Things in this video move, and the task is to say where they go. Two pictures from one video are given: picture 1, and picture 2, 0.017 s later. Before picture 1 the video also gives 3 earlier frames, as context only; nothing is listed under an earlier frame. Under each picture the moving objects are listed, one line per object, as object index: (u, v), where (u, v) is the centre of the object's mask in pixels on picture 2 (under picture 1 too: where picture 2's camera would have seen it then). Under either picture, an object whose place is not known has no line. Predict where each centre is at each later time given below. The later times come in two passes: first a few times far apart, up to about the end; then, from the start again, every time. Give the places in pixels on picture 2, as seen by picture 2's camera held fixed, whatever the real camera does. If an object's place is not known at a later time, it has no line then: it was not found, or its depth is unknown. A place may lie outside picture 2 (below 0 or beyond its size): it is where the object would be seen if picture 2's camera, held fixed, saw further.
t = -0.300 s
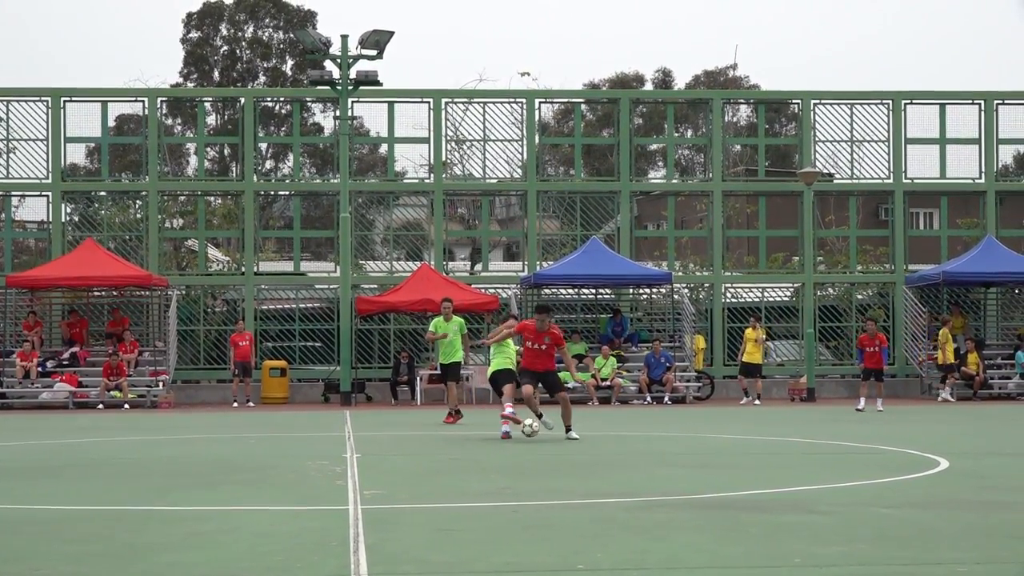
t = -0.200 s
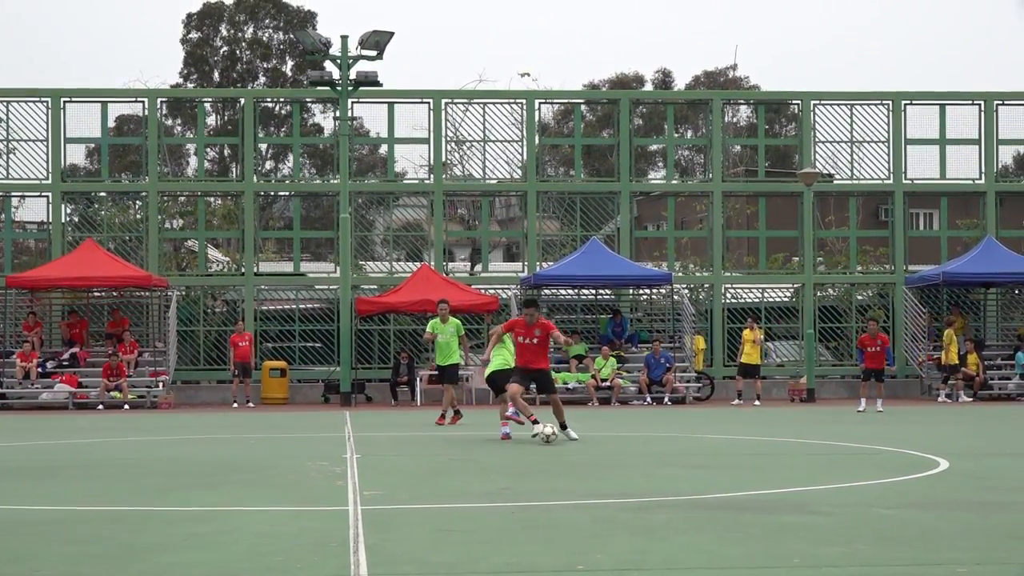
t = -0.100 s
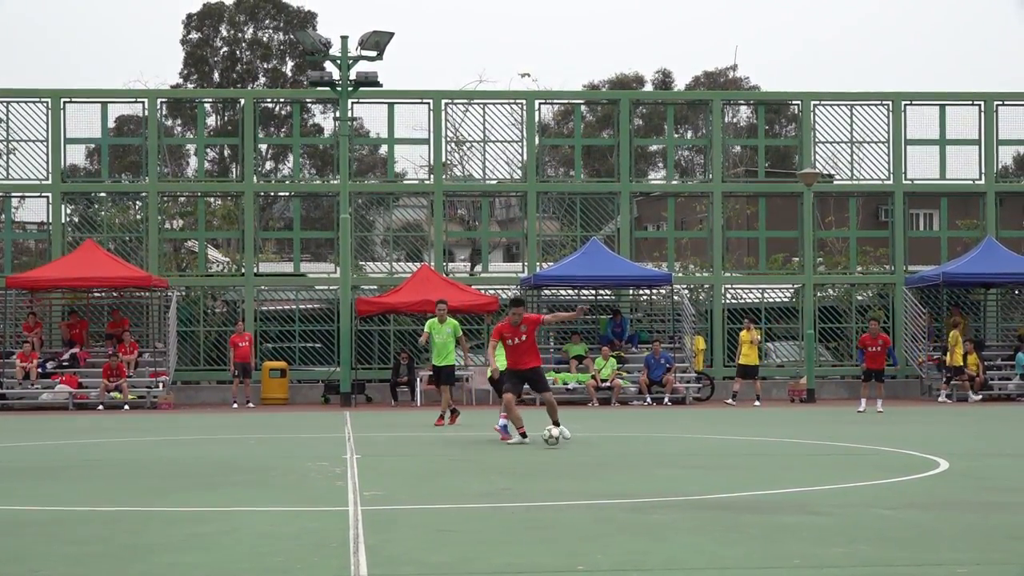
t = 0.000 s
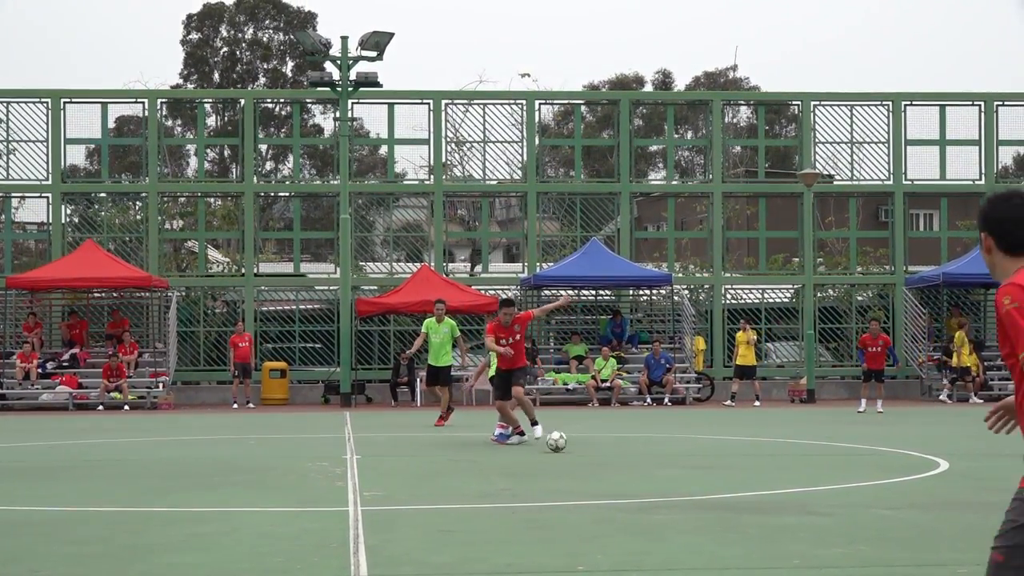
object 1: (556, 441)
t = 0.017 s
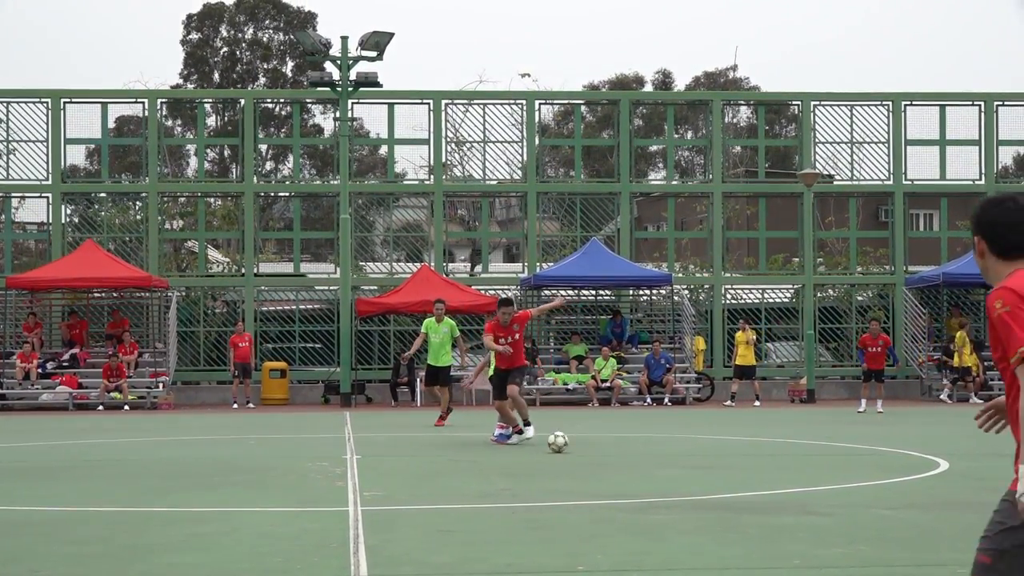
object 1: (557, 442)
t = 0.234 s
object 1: (580, 448)
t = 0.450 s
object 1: (607, 454)
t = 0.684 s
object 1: (640, 463)
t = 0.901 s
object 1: (674, 470)
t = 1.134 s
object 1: (714, 478)
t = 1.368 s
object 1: (759, 490)
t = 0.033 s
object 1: (559, 441)
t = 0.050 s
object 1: (561, 440)
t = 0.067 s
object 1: (562, 440)
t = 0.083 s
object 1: (563, 439)
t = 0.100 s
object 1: (565, 439)
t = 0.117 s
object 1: (567, 439)
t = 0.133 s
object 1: (569, 440)
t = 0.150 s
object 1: (571, 441)
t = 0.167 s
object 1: (572, 443)
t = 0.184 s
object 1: (574, 445)
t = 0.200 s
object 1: (576, 447)
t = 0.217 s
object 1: (577, 448)
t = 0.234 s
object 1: (580, 448)
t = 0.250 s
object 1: (582, 447)
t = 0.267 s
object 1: (584, 448)
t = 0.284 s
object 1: (586, 448)
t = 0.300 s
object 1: (588, 449)
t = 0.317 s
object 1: (590, 449)
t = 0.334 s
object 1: (592, 450)
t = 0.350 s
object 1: (594, 452)
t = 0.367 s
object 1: (596, 452)
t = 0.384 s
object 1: (599, 452)
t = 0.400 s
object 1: (601, 452)
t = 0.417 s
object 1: (603, 453)
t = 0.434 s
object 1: (605, 453)
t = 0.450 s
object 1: (607, 454)
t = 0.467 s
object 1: (609, 455)
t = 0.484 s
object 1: (611, 456)
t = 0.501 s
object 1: (614, 456)
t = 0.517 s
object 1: (616, 457)
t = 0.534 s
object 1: (618, 457)
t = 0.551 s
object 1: (621, 458)
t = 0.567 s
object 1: (623, 459)
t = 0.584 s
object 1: (625, 459)
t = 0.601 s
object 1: (628, 460)
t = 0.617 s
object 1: (630, 460)
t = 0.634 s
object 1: (632, 461)
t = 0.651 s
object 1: (635, 462)
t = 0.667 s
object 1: (638, 462)
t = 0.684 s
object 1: (640, 463)
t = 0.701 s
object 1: (642, 464)
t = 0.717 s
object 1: (645, 464)
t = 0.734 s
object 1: (647, 464)
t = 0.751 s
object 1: (650, 465)
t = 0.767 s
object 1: (653, 466)
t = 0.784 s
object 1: (655, 466)
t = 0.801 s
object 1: (658, 466)
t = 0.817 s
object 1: (660, 467)
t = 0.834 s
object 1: (663, 468)
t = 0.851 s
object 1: (666, 469)
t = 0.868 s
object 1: (668, 470)
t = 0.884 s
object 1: (671, 470)
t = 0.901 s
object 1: (674, 470)
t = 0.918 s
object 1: (677, 471)
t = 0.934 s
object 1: (680, 472)
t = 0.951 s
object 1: (683, 472)
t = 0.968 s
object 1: (685, 472)
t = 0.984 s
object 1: (688, 473)
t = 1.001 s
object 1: (691, 474)
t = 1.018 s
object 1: (694, 476)
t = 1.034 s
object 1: (697, 476)
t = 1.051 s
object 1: (700, 476)
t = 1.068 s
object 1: (702, 476)
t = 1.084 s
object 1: (705, 476)
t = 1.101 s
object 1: (708, 476)
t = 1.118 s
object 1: (710, 476)
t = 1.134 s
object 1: (714, 478)
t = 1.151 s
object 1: (717, 479)
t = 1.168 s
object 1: (720, 482)
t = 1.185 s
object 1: (723, 484)
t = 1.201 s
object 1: (726, 482)
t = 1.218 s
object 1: (729, 481)
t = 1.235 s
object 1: (732, 481)
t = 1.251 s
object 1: (735, 480)
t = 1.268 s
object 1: (739, 480)
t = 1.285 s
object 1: (742, 481)
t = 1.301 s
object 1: (745, 481)
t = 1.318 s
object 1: (749, 483)
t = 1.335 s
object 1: (752, 485)
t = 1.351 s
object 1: (756, 488)
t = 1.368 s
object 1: (759, 490)
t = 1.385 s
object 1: (762, 493)
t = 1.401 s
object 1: (766, 494)
